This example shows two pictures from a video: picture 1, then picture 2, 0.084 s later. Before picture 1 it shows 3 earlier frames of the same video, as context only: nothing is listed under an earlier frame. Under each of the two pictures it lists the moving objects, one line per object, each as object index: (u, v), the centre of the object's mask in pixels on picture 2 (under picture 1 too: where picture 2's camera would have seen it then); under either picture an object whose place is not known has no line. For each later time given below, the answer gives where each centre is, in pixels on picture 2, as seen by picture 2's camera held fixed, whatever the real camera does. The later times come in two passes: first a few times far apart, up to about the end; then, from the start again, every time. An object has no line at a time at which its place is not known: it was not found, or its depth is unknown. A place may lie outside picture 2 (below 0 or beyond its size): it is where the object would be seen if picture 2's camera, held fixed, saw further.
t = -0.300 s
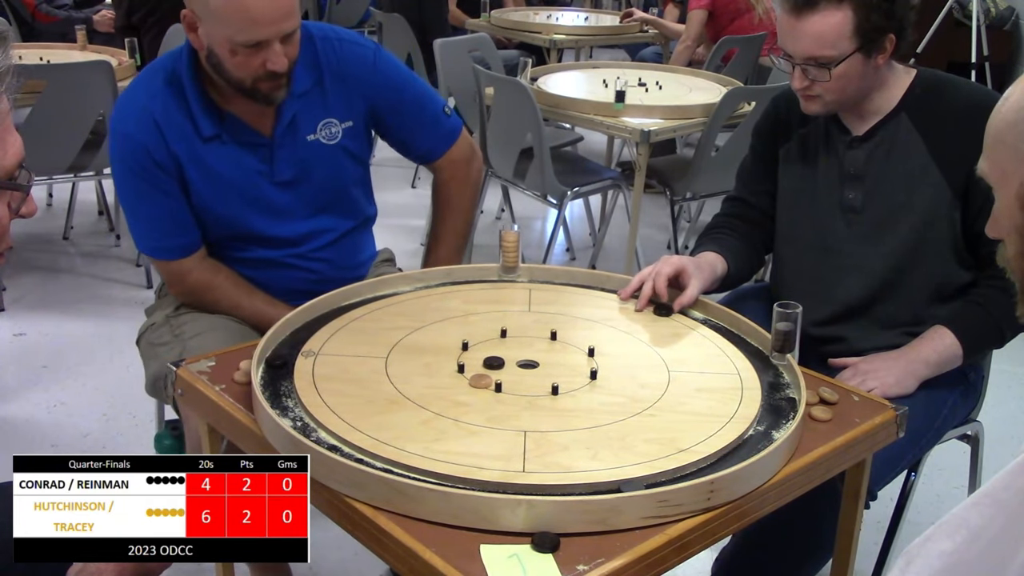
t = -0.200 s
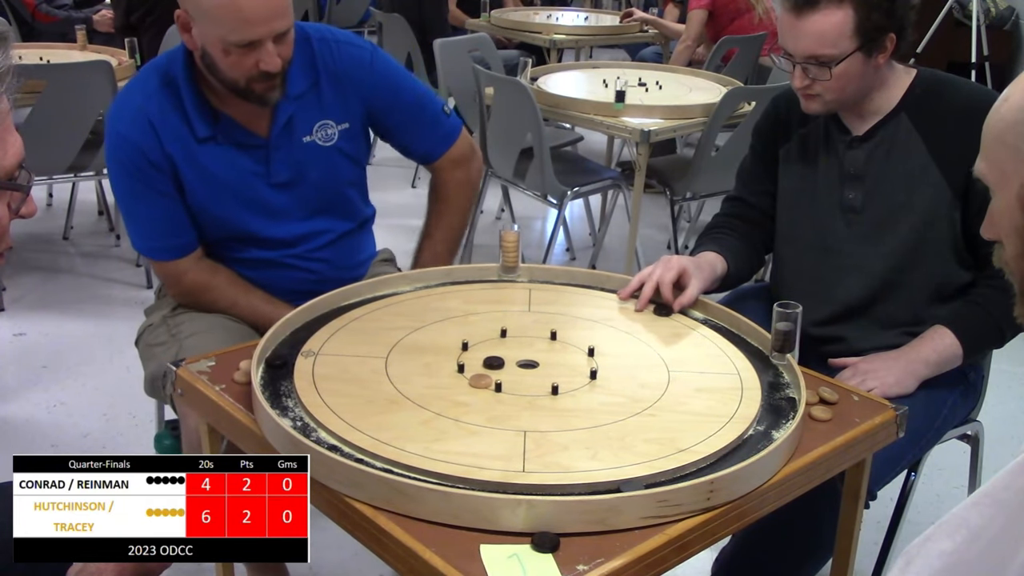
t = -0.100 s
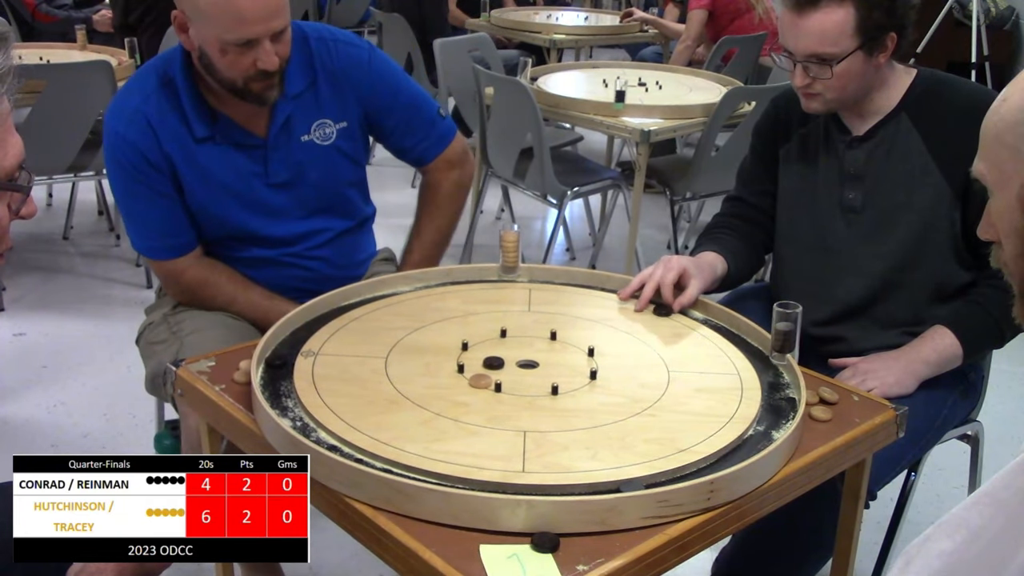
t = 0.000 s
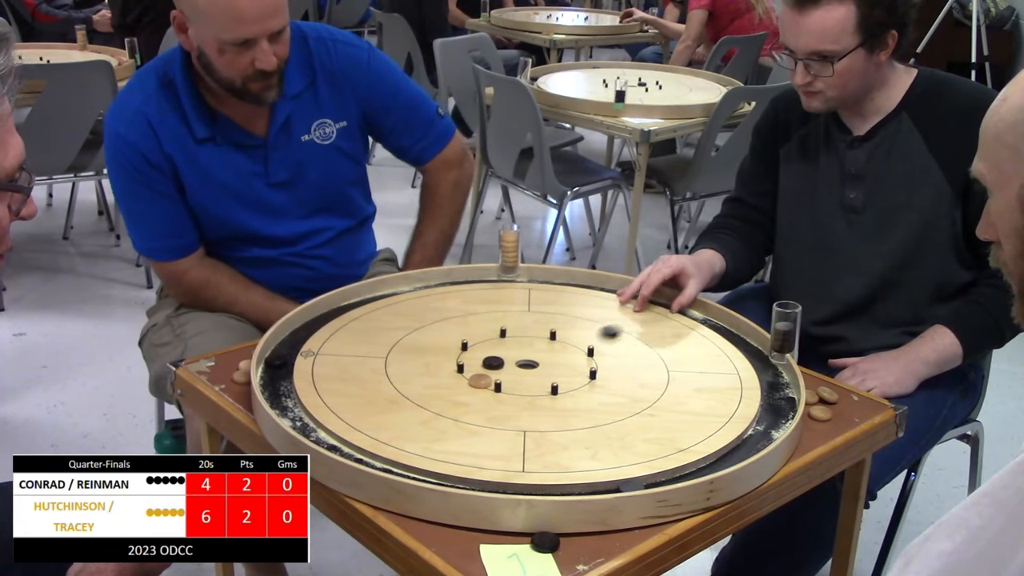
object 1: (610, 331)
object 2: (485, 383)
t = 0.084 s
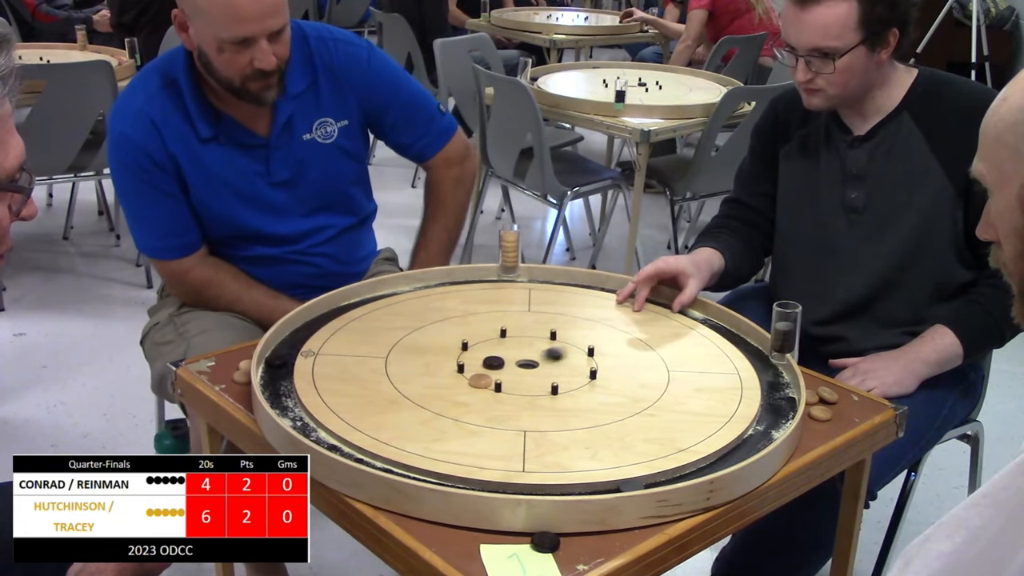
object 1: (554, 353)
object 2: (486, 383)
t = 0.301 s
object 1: (474, 387)
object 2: (399, 405)
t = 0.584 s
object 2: (313, 436)
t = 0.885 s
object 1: (432, 414)
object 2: (312, 436)
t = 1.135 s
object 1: (427, 413)
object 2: (312, 436)
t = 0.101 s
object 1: (542, 358)
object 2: (485, 383)
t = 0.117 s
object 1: (529, 364)
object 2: (485, 383)
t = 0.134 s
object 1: (520, 367)
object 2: (486, 383)
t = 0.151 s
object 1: (509, 371)
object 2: (485, 383)
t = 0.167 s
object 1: (499, 374)
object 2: (485, 382)
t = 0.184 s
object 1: (495, 371)
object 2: (478, 385)
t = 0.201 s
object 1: (492, 371)
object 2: (458, 388)
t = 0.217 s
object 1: (490, 376)
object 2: (448, 390)
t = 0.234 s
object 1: (488, 377)
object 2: (438, 393)
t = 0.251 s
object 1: (484, 380)
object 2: (429, 396)
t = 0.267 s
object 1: (481, 380)
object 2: (420, 399)
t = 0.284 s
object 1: (478, 384)
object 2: (410, 402)
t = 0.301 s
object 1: (474, 387)
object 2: (399, 405)
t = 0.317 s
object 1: (471, 390)
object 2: (390, 408)
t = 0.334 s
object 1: (469, 390)
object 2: (381, 410)
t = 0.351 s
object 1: (465, 390)
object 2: (372, 413)
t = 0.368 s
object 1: (463, 390)
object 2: (362, 416)
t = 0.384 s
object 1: (460, 392)
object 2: (354, 418)
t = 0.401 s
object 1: (458, 395)
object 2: (345, 421)
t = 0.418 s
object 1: (456, 397)
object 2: (337, 423)
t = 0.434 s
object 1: (453, 398)
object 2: (329, 426)
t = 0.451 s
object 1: (451, 398)
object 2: (320, 430)
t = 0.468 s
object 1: (449, 399)
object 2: (313, 433)
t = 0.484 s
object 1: (447, 399)
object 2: (311, 435)
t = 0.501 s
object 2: (312, 436)
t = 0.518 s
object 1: (442, 402)
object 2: (315, 435)
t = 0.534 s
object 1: (441, 402)
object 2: (317, 436)
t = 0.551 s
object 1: (440, 402)
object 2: (316, 436)
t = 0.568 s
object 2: (315, 436)
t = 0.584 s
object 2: (313, 436)
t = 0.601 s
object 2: (312, 436)
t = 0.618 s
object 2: (311, 436)
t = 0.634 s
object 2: (311, 436)
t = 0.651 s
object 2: (311, 436)
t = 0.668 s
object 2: (311, 436)
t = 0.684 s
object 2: (311, 436)
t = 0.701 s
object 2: (312, 436)
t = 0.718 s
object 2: (312, 436)
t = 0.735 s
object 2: (312, 436)
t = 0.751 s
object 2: (312, 436)
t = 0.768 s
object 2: (312, 436)
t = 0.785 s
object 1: (432, 414)
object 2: (312, 436)
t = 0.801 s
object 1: (430, 417)
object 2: (312, 436)
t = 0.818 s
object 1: (430, 417)
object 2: (312, 436)
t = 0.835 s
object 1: (431, 417)
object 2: (312, 436)
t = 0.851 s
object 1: (430, 418)
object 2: (312, 436)
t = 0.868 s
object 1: (430, 417)
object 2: (312, 436)
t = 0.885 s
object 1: (432, 414)
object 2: (312, 436)
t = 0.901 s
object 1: (431, 415)
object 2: (312, 436)
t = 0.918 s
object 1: (432, 415)
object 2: (312, 436)
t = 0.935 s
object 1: (431, 415)
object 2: (312, 436)
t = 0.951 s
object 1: (431, 415)
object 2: (312, 436)
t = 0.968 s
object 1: (431, 415)
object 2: (312, 436)
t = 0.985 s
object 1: (431, 415)
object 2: (312, 436)
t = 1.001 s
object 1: (431, 415)
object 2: (312, 436)
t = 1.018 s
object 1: (431, 415)
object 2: (312, 436)
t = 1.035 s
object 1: (431, 415)
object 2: (312, 436)
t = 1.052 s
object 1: (431, 415)
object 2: (312, 436)
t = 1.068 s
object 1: (431, 415)
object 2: (312, 436)
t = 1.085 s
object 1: (429, 418)
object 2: (312, 436)
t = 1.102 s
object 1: (430, 415)
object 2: (312, 436)
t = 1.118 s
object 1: (429, 415)
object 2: (312, 436)
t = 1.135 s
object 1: (427, 413)
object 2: (312, 436)
